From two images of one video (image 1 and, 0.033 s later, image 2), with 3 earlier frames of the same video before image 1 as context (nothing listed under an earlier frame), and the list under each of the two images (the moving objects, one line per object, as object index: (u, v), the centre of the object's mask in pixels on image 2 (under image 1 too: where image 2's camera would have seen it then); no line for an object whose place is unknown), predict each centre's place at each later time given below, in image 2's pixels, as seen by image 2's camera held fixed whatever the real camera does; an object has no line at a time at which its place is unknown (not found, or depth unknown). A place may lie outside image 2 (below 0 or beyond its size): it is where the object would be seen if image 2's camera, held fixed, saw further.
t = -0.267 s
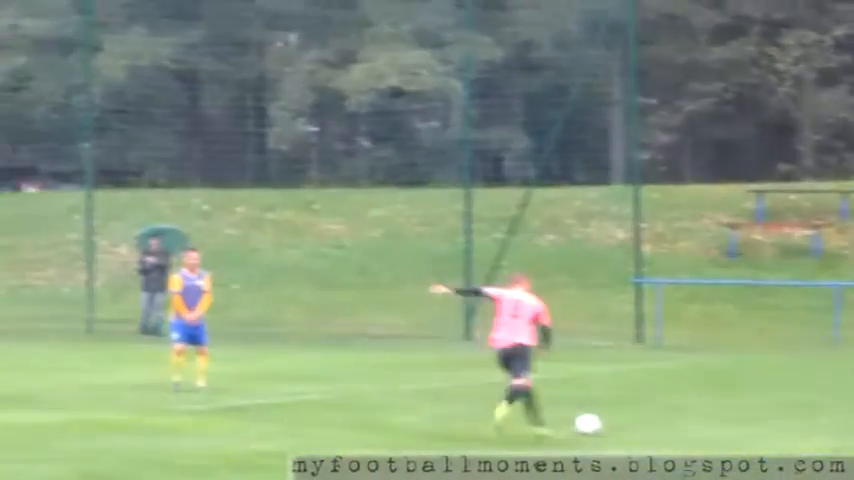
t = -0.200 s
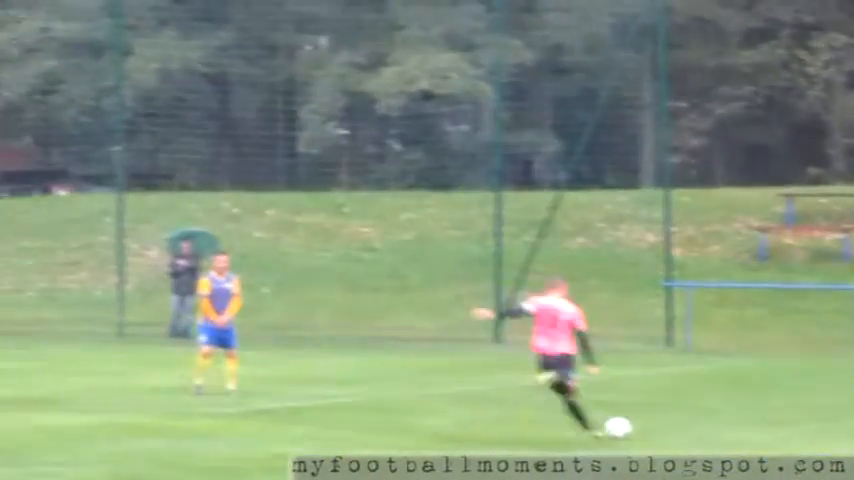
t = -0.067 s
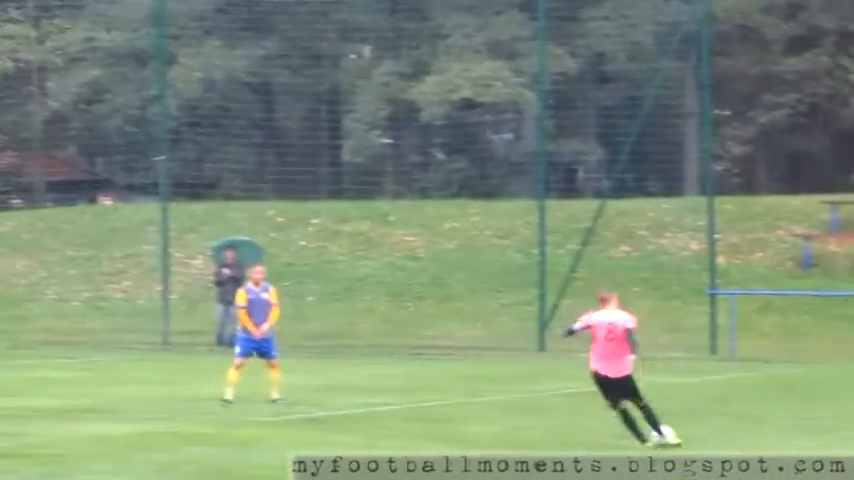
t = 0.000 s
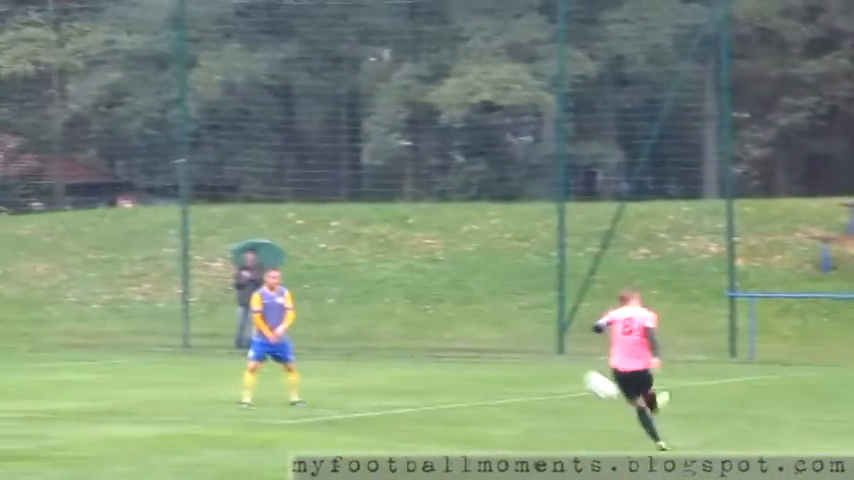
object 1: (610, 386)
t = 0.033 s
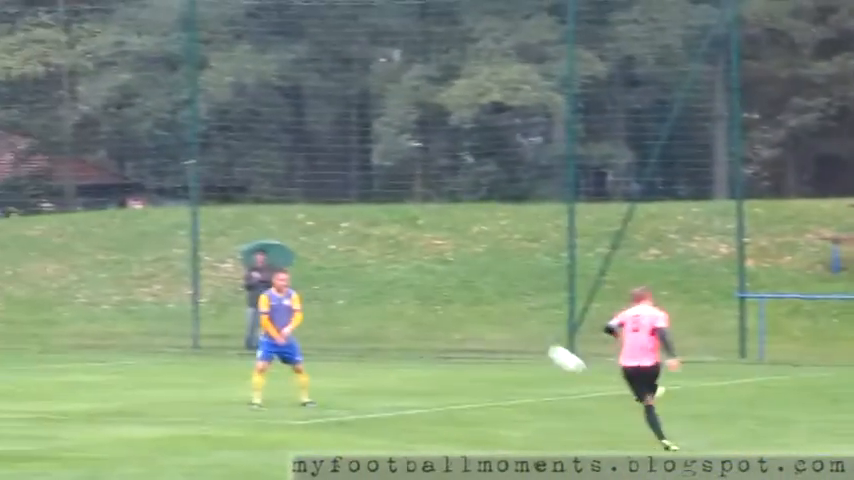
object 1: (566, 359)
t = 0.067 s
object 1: (522, 335)
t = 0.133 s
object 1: (437, 293)
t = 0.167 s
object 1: (396, 275)
